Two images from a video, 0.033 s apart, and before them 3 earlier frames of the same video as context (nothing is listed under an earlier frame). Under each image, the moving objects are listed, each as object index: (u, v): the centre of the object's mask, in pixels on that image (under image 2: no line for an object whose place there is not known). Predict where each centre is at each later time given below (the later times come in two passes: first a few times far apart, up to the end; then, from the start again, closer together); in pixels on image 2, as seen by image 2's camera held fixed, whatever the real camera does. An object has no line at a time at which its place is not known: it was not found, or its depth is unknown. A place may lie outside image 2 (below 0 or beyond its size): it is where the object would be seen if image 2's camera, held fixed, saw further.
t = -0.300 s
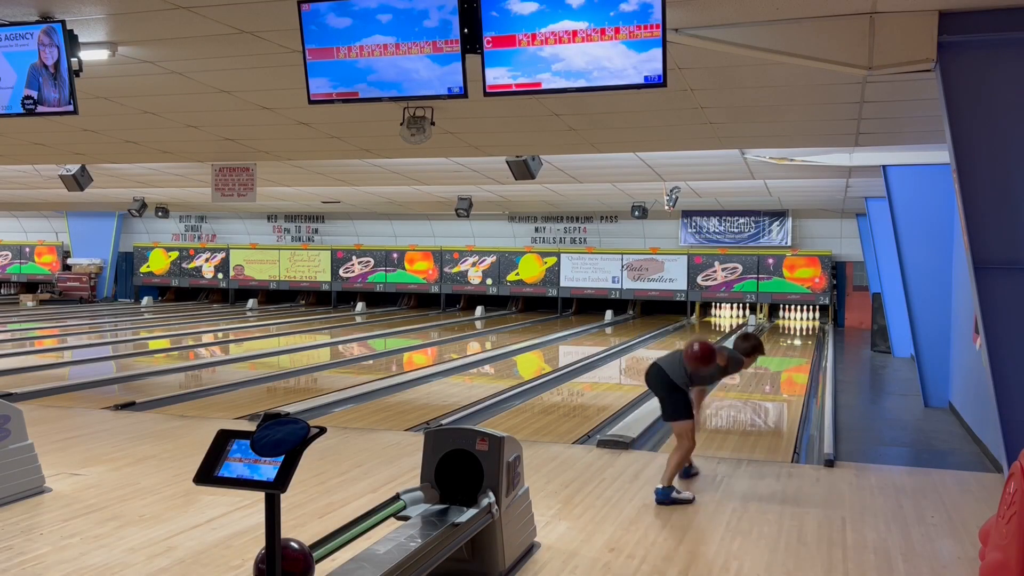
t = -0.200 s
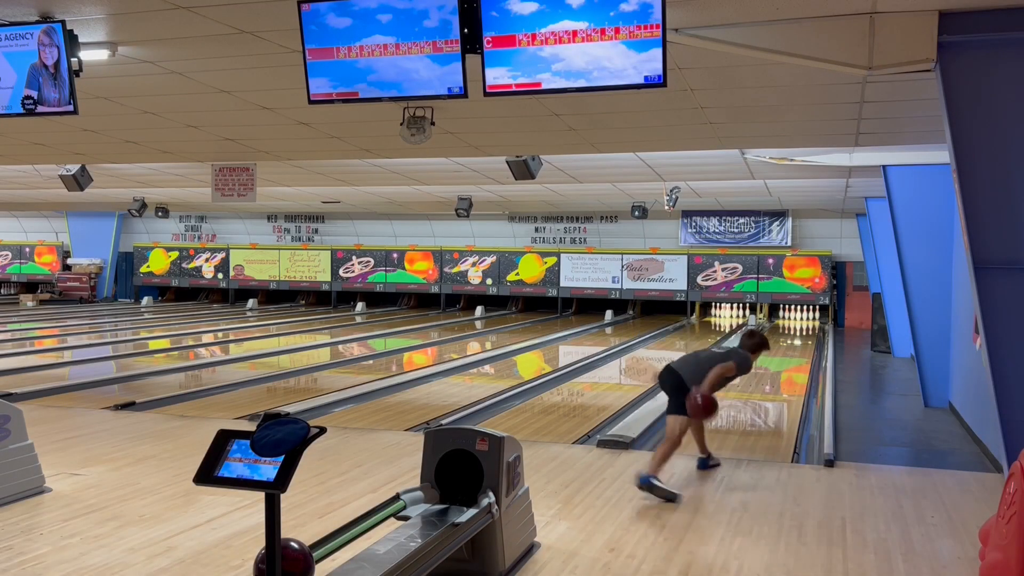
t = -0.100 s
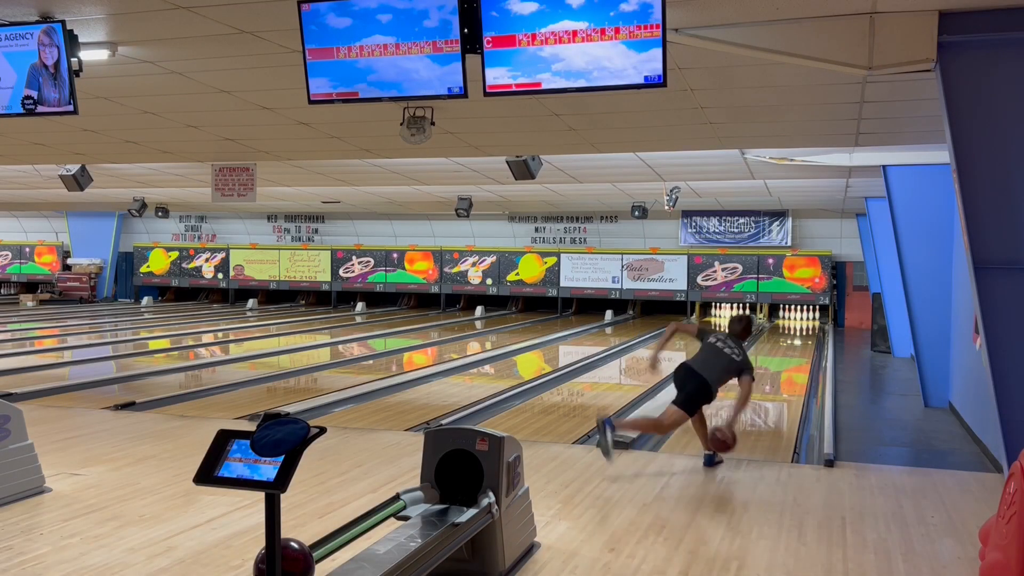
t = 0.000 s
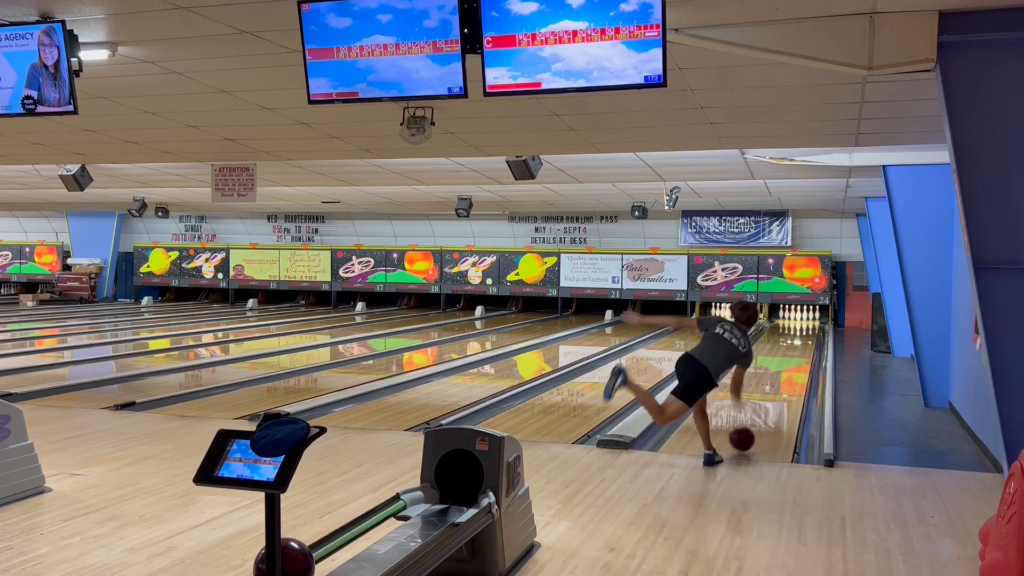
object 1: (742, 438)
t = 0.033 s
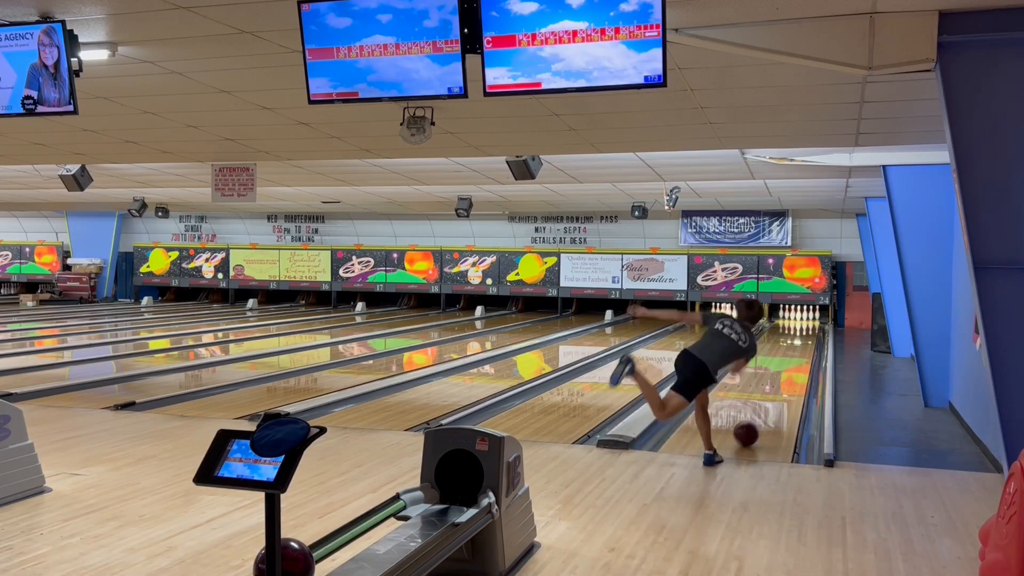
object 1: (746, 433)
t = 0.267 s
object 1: (768, 401)
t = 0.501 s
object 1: (782, 378)
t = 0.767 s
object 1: (793, 361)
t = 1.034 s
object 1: (801, 347)
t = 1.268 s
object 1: (805, 339)
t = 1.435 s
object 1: (807, 333)
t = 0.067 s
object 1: (749, 428)
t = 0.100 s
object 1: (753, 422)
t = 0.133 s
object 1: (756, 417)
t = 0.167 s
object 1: (760, 413)
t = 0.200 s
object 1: (762, 409)
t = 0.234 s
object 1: (765, 405)
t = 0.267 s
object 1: (768, 401)
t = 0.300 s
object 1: (770, 397)
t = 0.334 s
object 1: (772, 393)
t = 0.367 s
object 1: (775, 390)
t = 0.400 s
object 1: (777, 387)
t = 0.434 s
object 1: (779, 384)
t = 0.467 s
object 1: (781, 381)
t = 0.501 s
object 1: (782, 378)
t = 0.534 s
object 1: (784, 376)
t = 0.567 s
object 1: (786, 373)
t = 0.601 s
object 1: (787, 371)
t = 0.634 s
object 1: (788, 369)
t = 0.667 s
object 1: (790, 367)
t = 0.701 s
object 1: (791, 364)
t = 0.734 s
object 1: (792, 362)
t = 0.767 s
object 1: (793, 361)
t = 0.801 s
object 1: (795, 359)
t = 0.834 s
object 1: (795, 357)
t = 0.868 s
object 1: (797, 355)
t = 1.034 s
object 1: (801, 347)
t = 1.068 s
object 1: (802, 346)
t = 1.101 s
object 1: (802, 345)
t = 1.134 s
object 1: (803, 343)
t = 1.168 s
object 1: (804, 342)
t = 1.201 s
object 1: (804, 341)
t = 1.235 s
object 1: (805, 340)
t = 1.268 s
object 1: (805, 339)
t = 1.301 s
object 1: (806, 337)
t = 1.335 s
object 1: (806, 336)
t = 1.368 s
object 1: (807, 335)
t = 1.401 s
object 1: (807, 334)
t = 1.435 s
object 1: (807, 333)
